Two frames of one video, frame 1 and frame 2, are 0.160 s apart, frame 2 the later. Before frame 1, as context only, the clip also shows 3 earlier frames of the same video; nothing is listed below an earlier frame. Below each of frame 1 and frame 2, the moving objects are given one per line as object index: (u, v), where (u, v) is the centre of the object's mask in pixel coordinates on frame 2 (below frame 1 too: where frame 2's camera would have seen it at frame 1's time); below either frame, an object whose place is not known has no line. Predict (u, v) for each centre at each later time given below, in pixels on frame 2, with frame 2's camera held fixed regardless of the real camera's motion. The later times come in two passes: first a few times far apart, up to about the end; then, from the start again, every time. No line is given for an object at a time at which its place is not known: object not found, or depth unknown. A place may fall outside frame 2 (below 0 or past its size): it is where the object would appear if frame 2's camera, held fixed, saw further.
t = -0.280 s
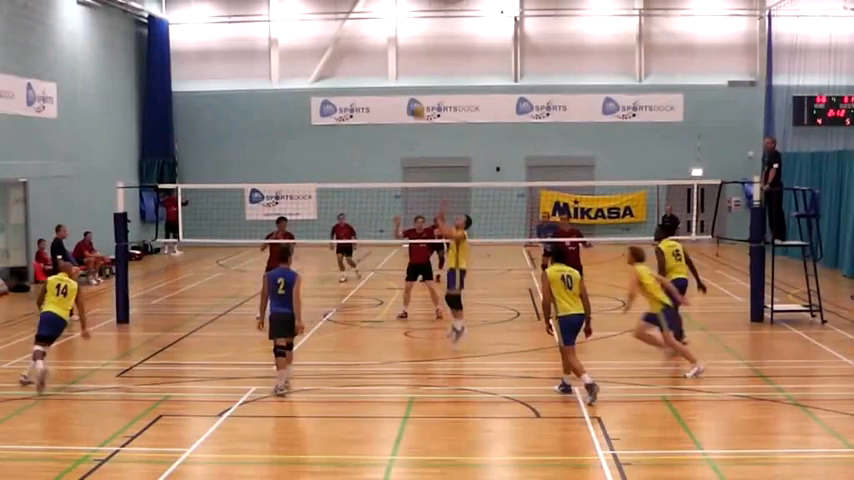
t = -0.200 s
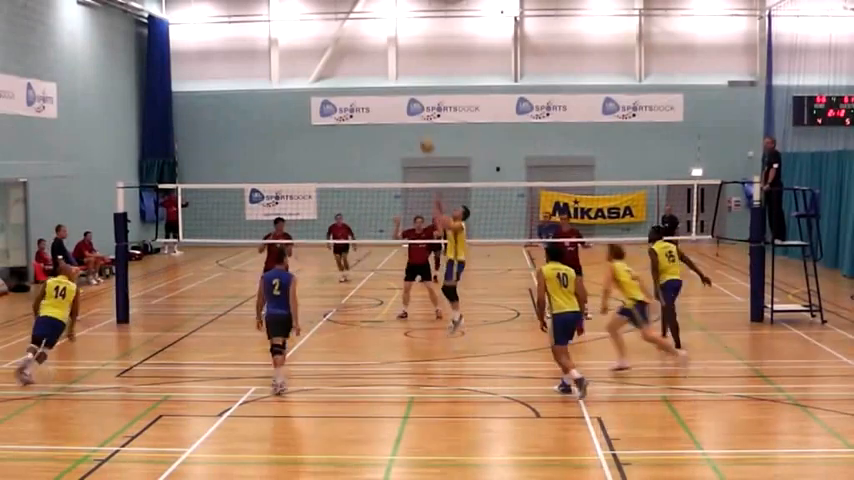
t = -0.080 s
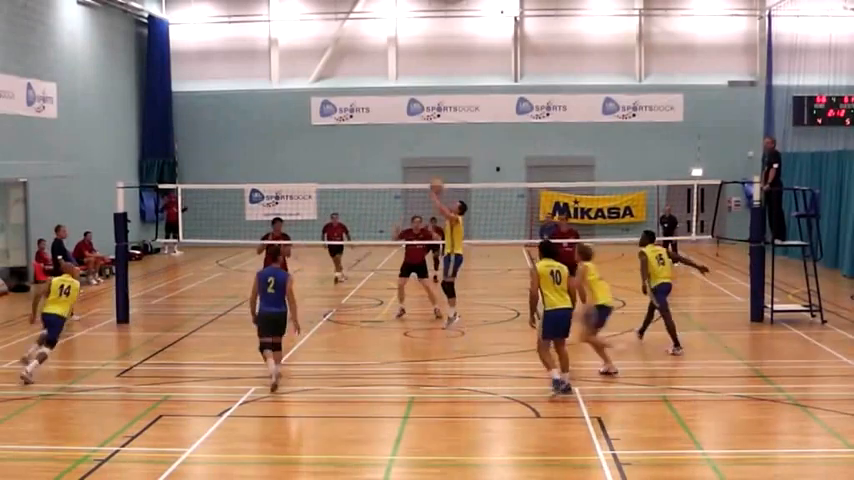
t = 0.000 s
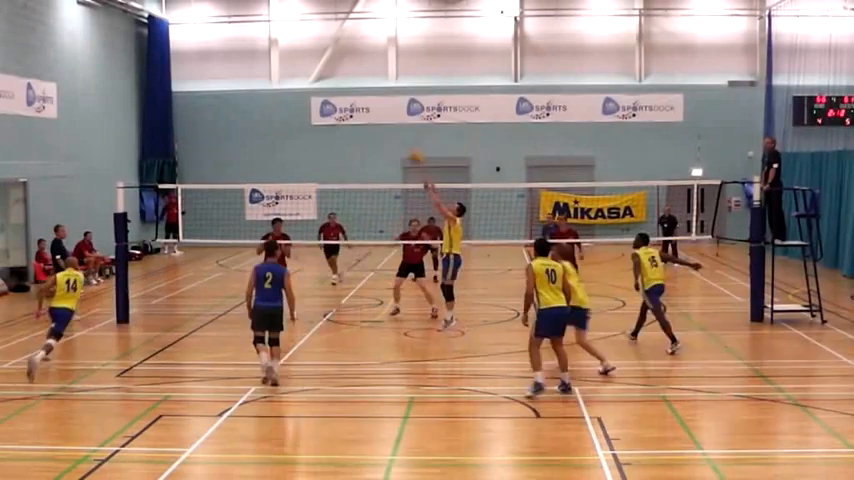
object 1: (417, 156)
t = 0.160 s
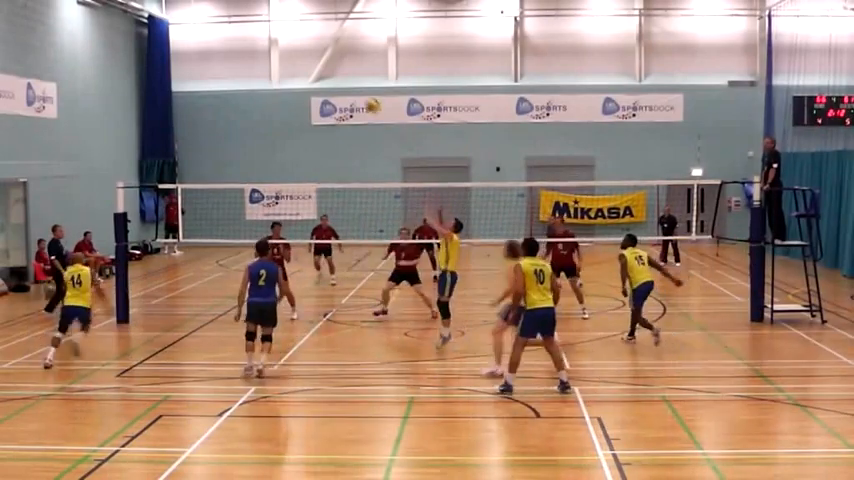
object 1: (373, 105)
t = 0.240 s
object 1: (353, 87)
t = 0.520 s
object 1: (286, 59)
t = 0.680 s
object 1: (252, 66)
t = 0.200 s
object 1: (363, 96)
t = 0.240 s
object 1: (353, 87)
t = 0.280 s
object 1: (343, 79)
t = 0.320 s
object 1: (333, 73)
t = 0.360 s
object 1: (324, 68)
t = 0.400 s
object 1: (314, 64)
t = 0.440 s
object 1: (304, 61)
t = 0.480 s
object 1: (295, 60)
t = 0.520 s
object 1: (286, 59)
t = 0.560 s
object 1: (278, 59)
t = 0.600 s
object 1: (269, 60)
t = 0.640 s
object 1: (260, 63)
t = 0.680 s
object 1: (252, 66)
